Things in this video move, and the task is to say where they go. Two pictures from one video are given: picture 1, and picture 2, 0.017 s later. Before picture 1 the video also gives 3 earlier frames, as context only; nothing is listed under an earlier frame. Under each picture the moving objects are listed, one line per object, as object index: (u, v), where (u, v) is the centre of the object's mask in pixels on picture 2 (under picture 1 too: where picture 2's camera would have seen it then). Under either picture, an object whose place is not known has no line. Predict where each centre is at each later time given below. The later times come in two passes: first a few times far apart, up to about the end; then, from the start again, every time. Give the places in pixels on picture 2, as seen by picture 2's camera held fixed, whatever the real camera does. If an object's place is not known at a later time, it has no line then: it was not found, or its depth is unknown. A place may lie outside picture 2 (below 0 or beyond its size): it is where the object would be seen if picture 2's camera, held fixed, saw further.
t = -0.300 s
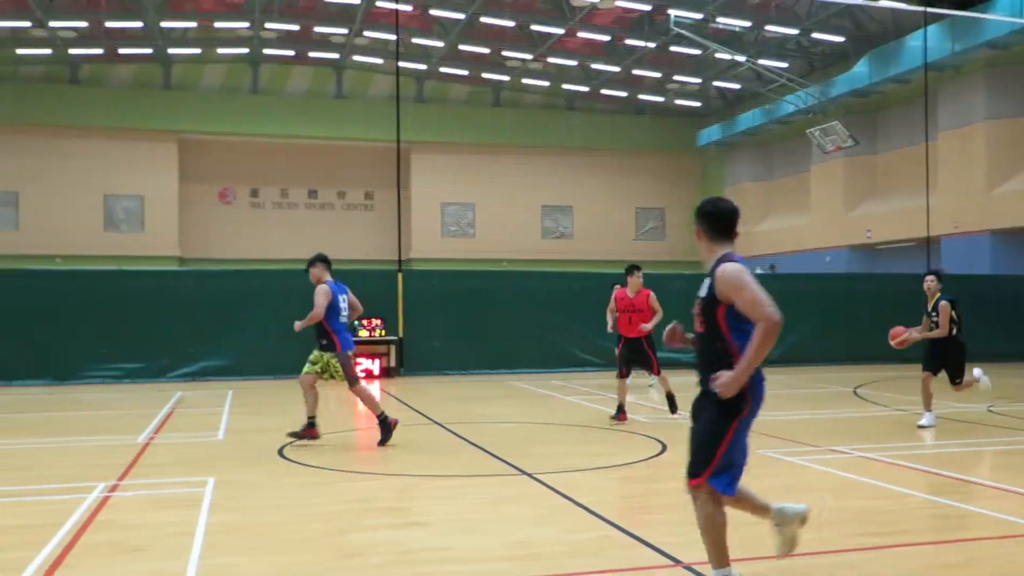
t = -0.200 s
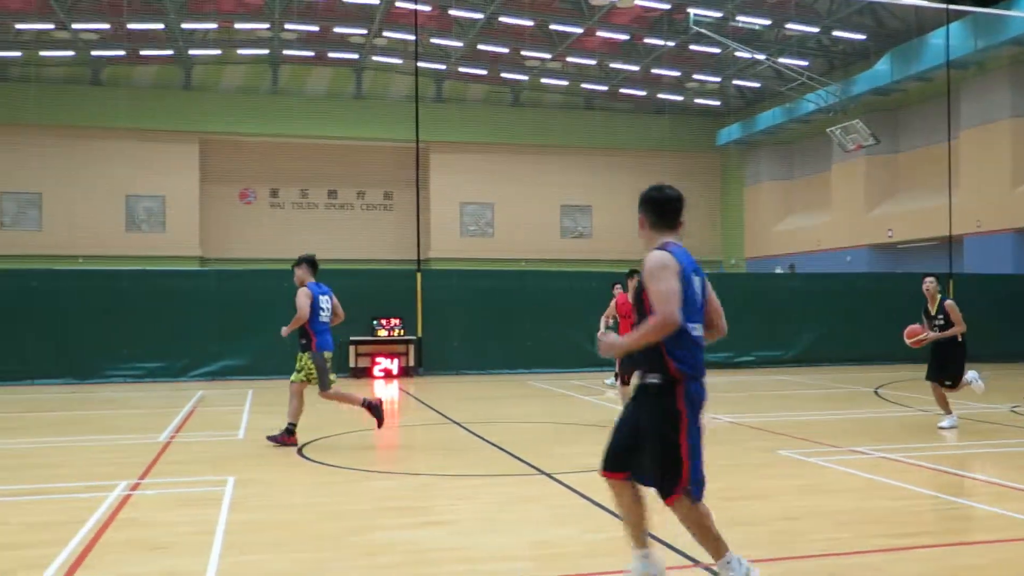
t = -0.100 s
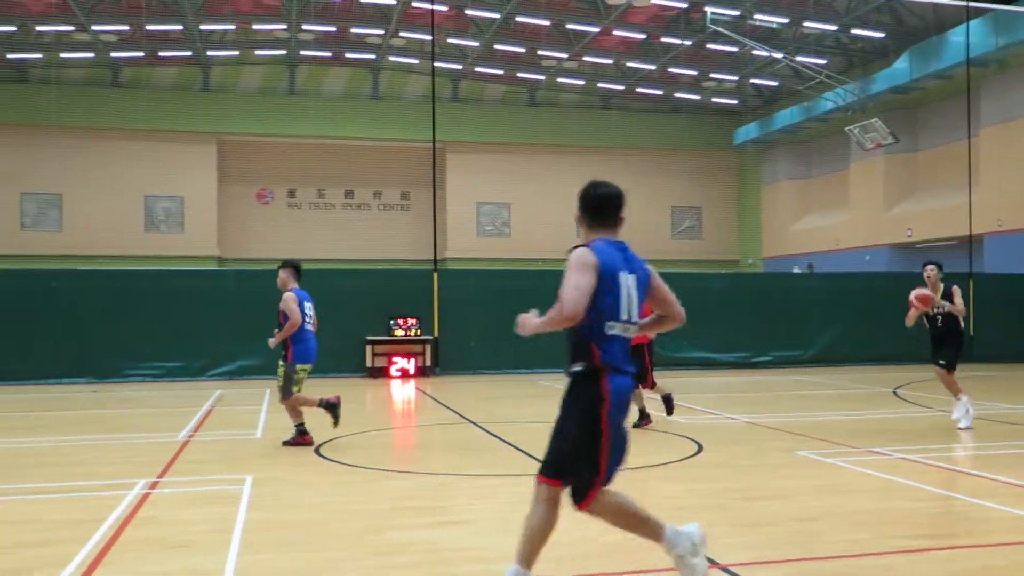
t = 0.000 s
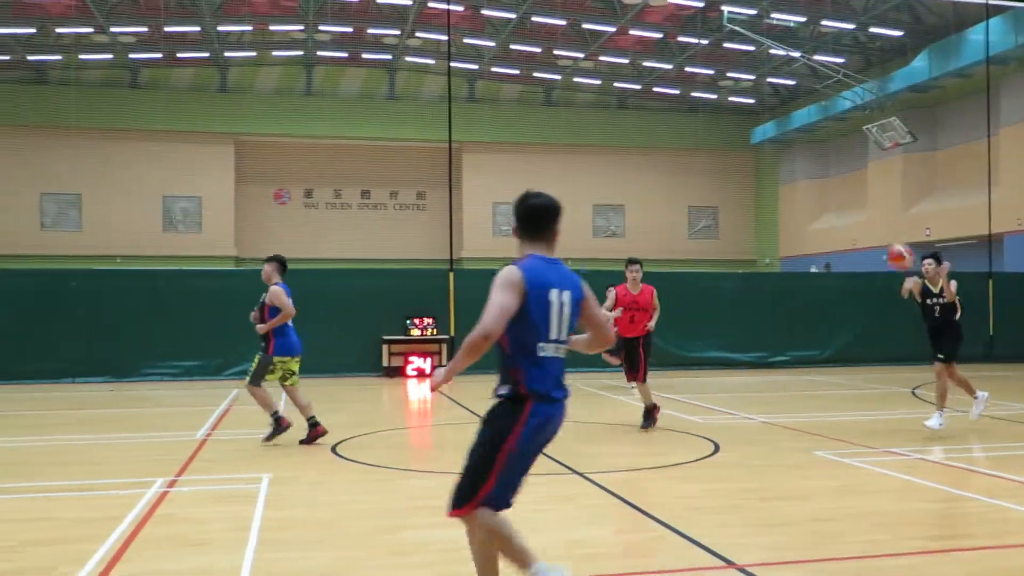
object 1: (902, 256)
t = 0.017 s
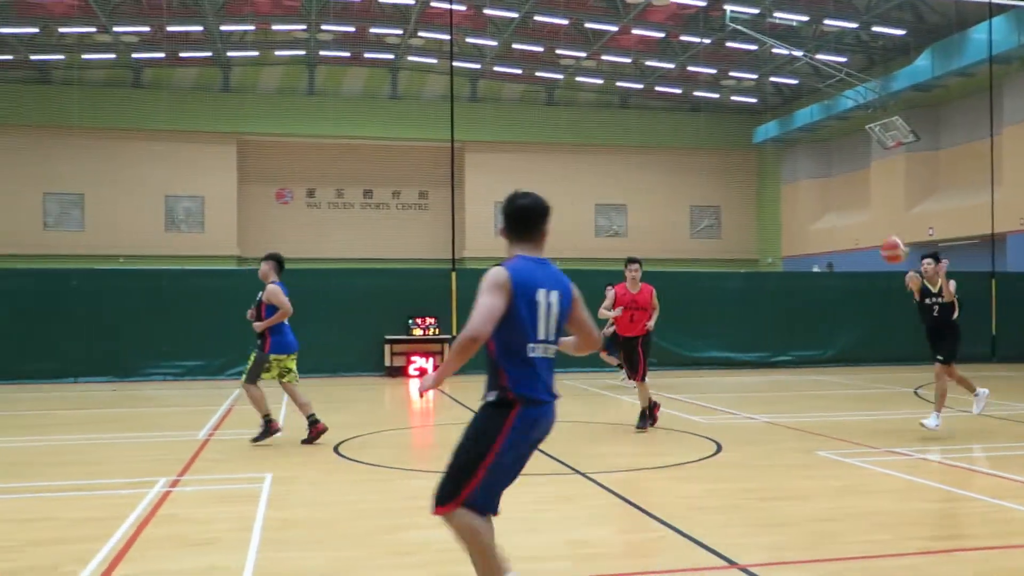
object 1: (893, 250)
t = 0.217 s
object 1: (771, 175)
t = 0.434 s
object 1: (558, 117)
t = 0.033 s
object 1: (886, 243)
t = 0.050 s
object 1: (879, 238)
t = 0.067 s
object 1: (869, 232)
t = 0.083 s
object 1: (859, 224)
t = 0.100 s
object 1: (850, 217)
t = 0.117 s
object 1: (840, 211)
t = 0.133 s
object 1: (831, 205)
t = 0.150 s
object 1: (820, 199)
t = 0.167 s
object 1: (809, 193)
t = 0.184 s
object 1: (796, 187)
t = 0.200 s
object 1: (784, 181)
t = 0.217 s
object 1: (771, 175)
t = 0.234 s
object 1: (759, 170)
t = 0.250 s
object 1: (746, 164)
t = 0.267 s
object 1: (732, 159)
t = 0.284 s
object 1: (717, 154)
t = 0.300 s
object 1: (704, 149)
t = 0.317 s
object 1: (688, 144)
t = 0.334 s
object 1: (673, 139)
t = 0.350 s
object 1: (656, 135)
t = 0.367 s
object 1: (638, 131)
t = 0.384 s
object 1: (619, 127)
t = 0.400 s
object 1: (601, 123)
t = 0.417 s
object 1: (579, 119)
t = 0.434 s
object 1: (558, 117)
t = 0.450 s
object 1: (536, 114)
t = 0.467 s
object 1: (513, 111)
